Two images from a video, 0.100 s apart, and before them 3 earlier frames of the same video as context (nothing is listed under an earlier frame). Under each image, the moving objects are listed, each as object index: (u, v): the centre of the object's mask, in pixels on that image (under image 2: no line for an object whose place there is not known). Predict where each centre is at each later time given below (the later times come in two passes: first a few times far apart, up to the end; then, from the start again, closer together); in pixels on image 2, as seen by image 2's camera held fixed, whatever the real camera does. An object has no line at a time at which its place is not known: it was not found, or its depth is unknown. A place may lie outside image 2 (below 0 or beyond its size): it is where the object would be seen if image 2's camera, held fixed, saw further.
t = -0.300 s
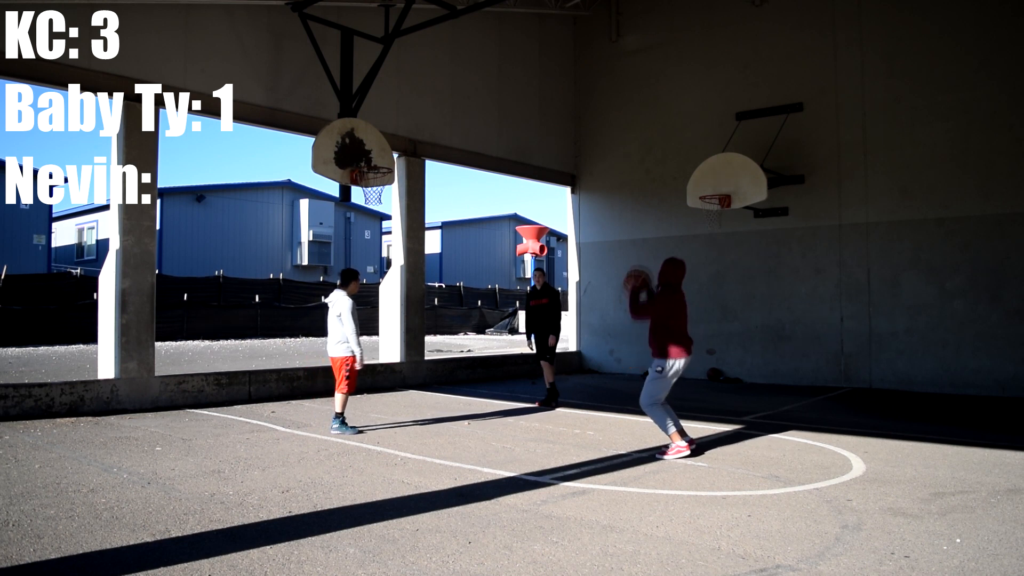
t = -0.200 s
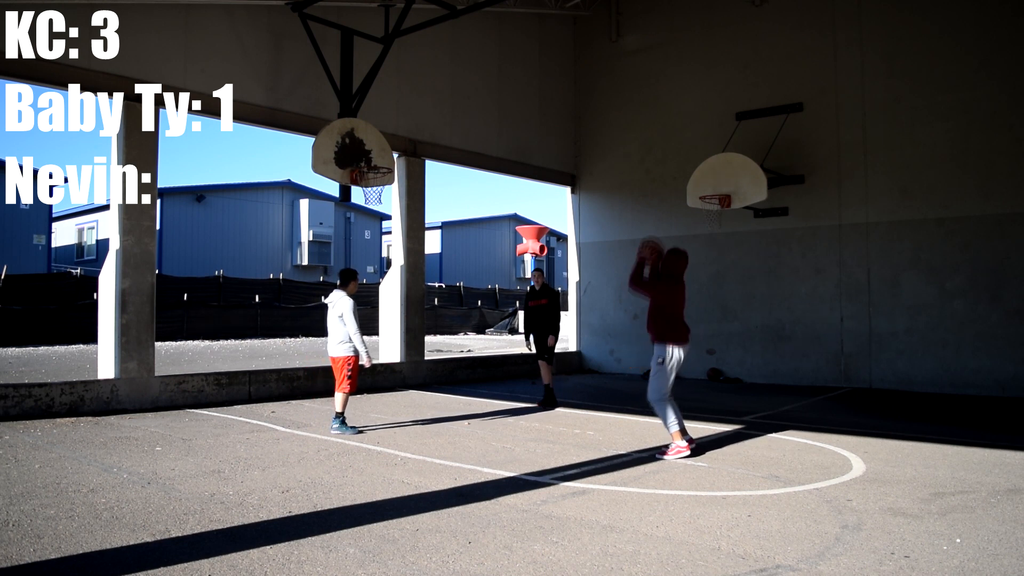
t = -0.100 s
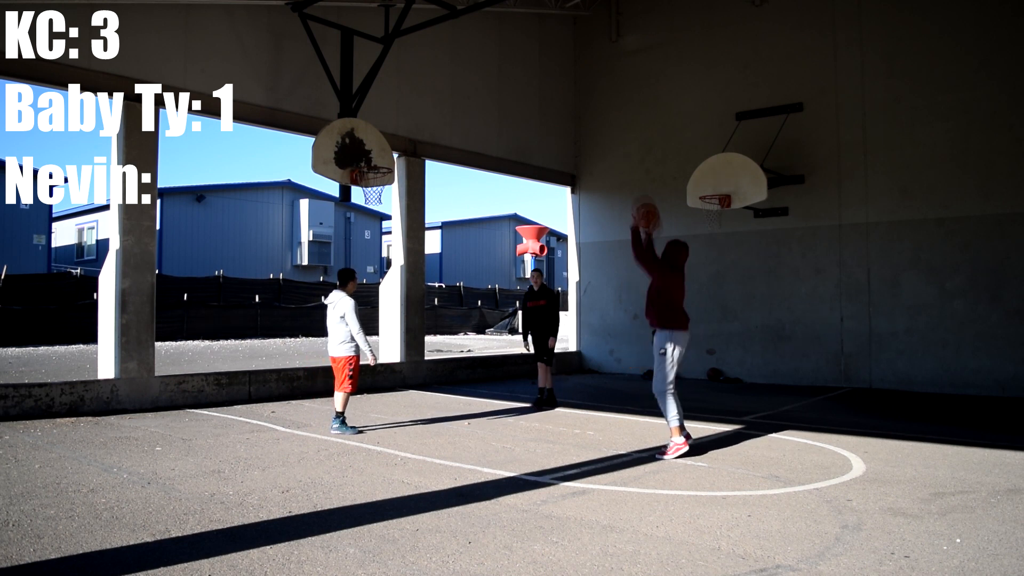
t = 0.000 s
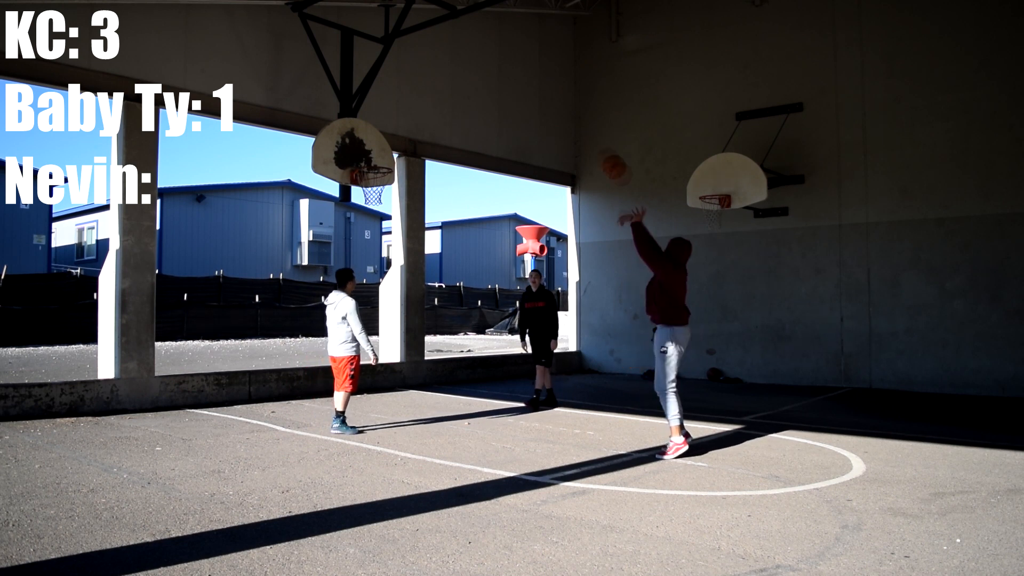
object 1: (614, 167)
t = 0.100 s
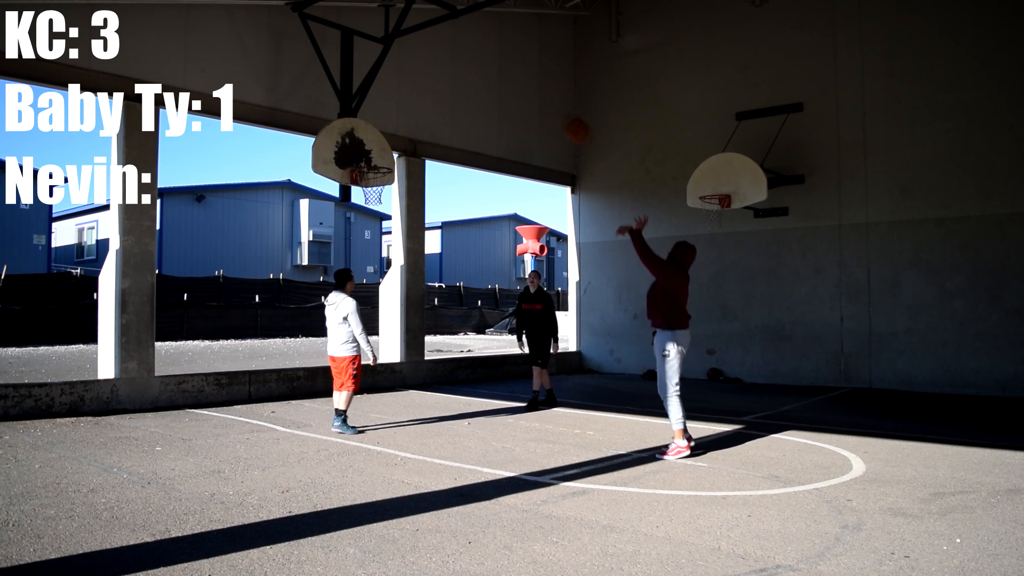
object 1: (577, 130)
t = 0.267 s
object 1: (522, 94)
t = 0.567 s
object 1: (440, 95)
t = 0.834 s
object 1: (378, 152)
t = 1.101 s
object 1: (387, 197)
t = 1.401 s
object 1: (396, 254)
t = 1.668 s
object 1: (406, 368)
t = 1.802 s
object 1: (407, 383)
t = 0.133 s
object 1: (566, 120)
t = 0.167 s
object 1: (554, 112)
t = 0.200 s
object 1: (543, 105)
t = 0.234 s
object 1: (533, 99)
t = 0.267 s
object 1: (522, 94)
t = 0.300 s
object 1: (513, 91)
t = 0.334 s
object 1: (502, 88)
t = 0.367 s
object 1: (492, 86)
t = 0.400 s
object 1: (483, 86)
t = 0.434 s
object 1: (474, 86)
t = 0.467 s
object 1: (465, 87)
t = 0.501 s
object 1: (456, 89)
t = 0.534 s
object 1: (448, 92)
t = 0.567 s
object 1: (440, 95)
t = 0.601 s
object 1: (432, 100)
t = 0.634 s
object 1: (424, 105)
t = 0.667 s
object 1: (416, 111)
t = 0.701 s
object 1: (408, 117)
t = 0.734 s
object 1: (401, 125)
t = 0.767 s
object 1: (393, 133)
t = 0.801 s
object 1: (384, 144)
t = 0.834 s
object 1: (378, 152)
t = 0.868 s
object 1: (372, 161)
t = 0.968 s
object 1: (380, 192)
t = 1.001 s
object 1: (384, 194)
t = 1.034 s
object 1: (385, 195)
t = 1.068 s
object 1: (386, 196)
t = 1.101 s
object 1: (387, 197)
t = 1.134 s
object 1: (388, 200)
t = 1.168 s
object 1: (389, 203)
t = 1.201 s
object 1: (390, 208)
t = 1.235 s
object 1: (391, 214)
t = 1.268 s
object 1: (392, 219)
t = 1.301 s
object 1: (394, 228)
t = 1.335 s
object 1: (394, 235)
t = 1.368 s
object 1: (396, 244)
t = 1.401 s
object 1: (396, 254)
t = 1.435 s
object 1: (398, 264)
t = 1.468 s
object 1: (399, 276)
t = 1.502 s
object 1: (400, 288)
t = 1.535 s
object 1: (401, 302)
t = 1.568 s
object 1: (402, 317)
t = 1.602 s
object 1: (403, 333)
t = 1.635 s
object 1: (404, 349)
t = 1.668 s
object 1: (406, 368)
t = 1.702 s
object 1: (407, 383)
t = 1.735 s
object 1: (408, 403)
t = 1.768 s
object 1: (408, 398)
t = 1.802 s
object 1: (407, 383)
